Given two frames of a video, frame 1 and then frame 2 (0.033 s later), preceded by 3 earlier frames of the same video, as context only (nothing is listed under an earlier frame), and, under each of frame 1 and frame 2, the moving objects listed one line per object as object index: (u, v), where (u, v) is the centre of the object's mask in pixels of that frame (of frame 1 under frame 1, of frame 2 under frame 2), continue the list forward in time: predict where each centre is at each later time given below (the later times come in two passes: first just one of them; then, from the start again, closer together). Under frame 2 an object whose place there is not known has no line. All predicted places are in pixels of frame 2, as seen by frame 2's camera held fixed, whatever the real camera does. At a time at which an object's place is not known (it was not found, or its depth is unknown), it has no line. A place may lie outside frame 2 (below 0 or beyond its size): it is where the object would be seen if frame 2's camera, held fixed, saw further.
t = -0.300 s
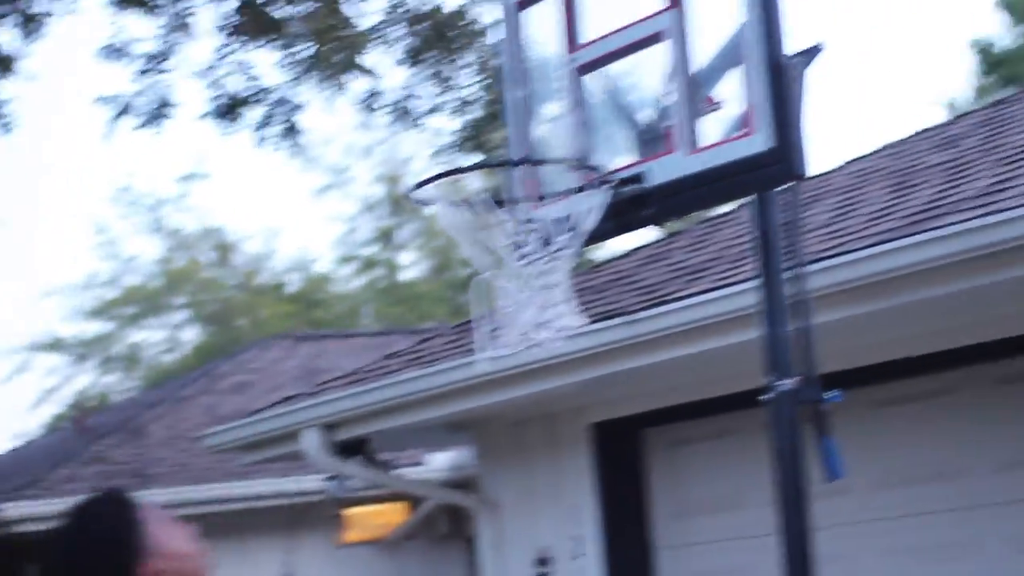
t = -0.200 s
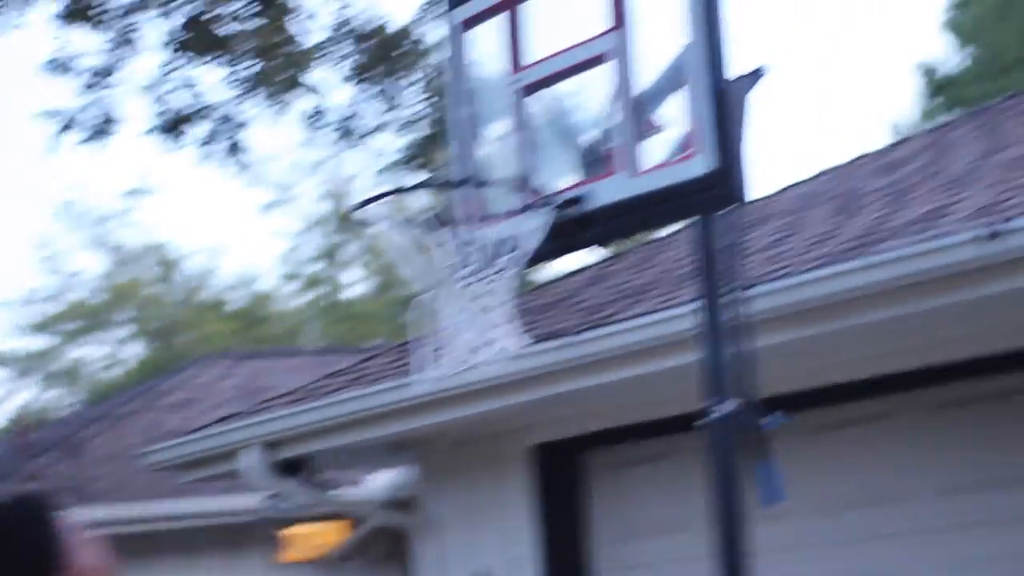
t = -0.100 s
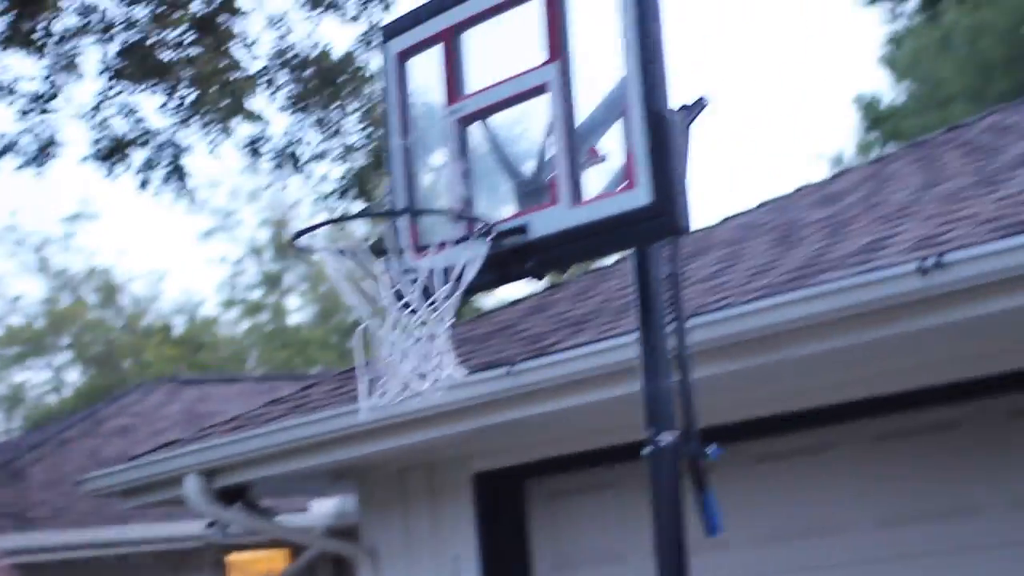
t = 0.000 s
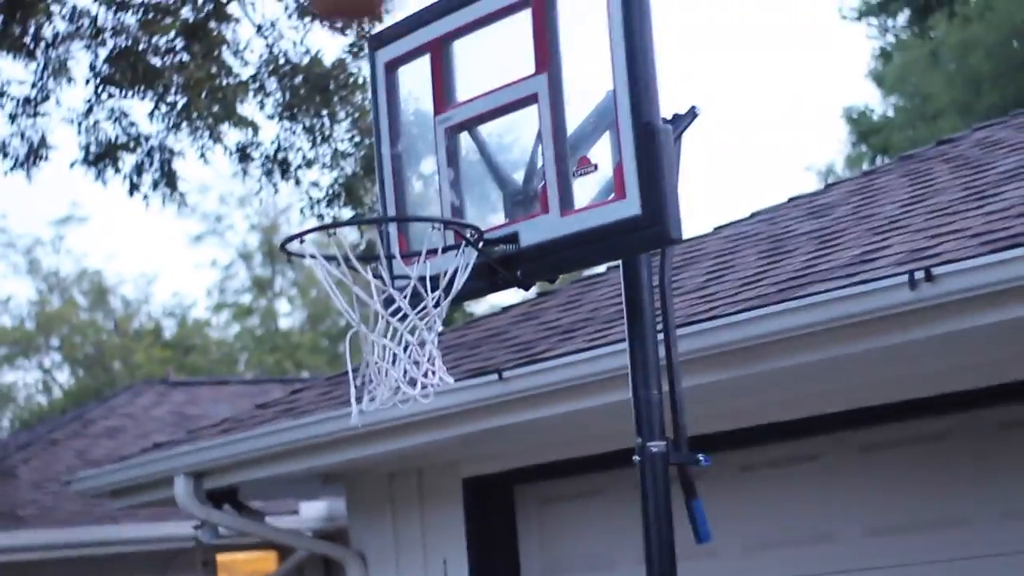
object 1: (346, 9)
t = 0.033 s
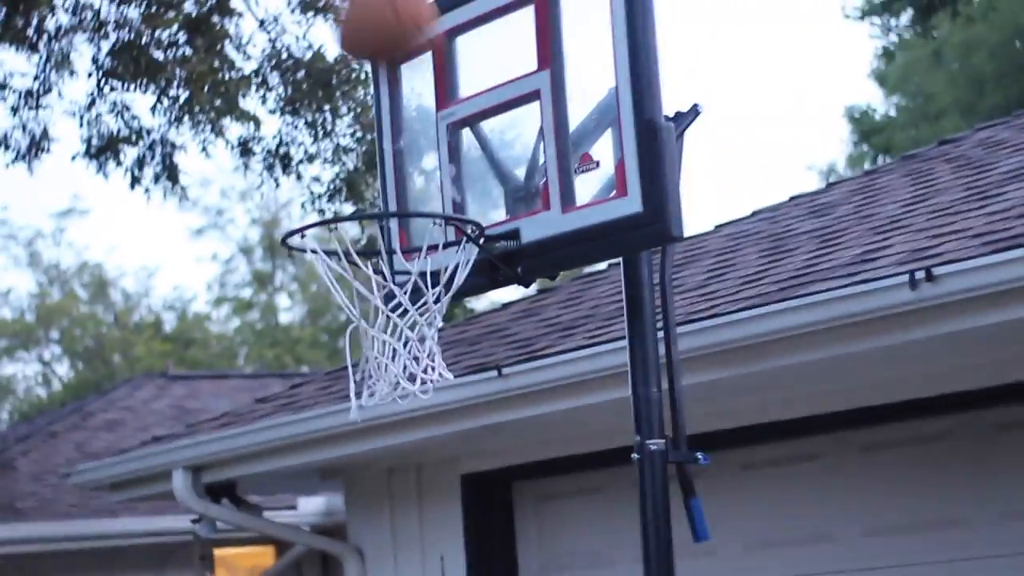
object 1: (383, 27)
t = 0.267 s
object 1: (378, 92)
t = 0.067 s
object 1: (409, 63)
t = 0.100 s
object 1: (432, 124)
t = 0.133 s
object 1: (453, 176)
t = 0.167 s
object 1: (441, 165)
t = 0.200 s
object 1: (422, 139)
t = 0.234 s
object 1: (400, 116)
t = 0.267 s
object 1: (378, 92)
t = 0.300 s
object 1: (358, 81)
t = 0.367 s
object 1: (319, 77)
